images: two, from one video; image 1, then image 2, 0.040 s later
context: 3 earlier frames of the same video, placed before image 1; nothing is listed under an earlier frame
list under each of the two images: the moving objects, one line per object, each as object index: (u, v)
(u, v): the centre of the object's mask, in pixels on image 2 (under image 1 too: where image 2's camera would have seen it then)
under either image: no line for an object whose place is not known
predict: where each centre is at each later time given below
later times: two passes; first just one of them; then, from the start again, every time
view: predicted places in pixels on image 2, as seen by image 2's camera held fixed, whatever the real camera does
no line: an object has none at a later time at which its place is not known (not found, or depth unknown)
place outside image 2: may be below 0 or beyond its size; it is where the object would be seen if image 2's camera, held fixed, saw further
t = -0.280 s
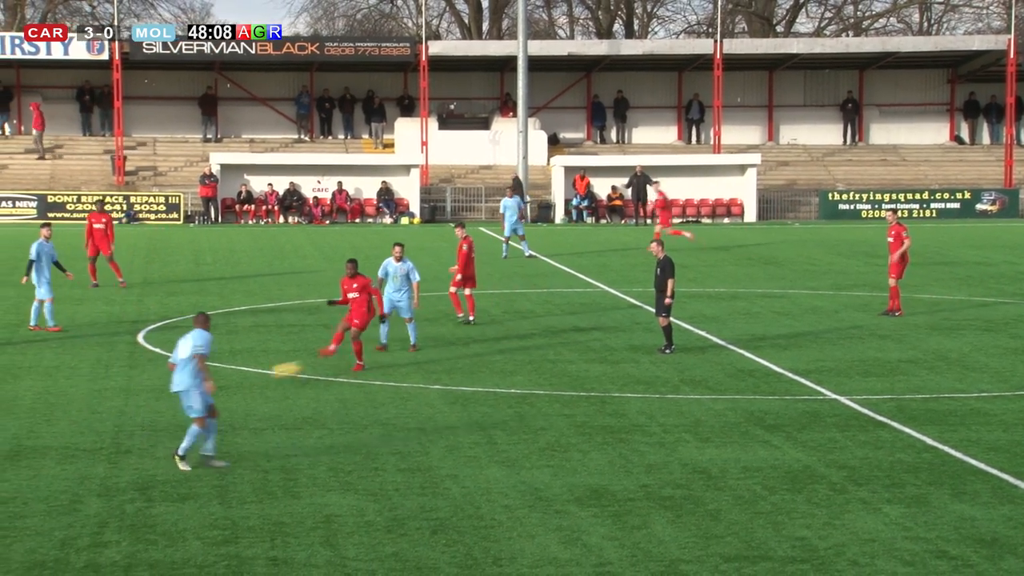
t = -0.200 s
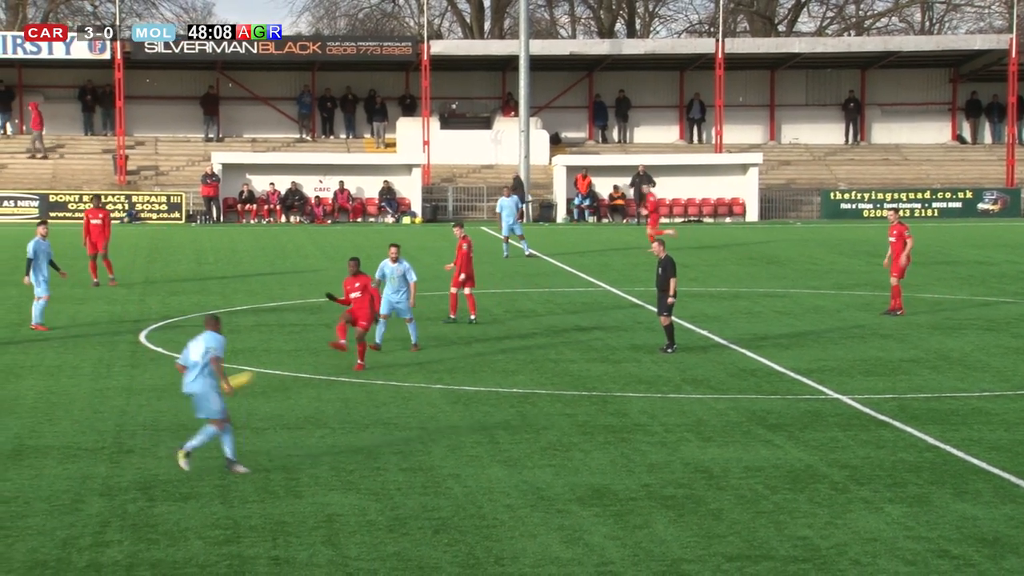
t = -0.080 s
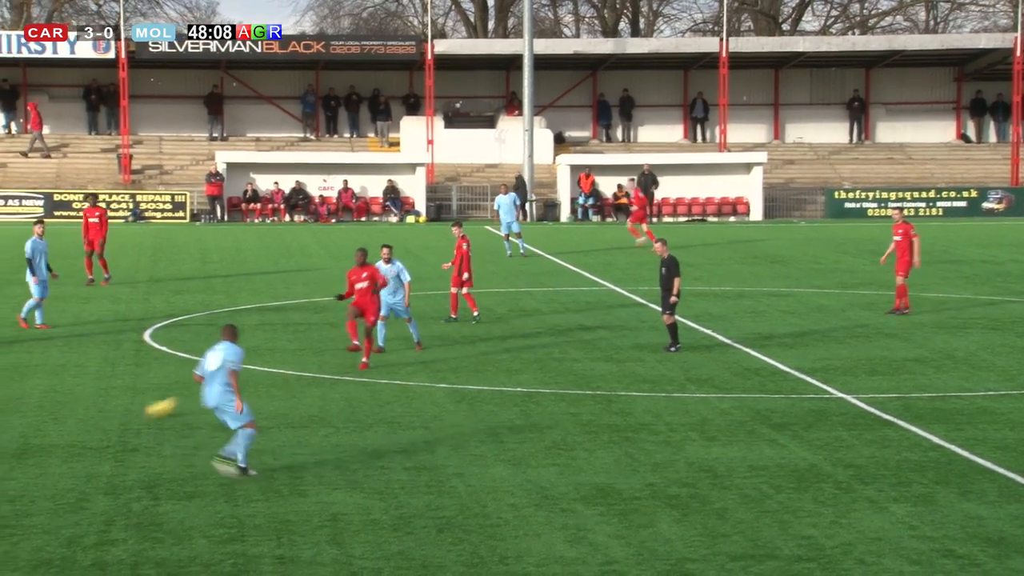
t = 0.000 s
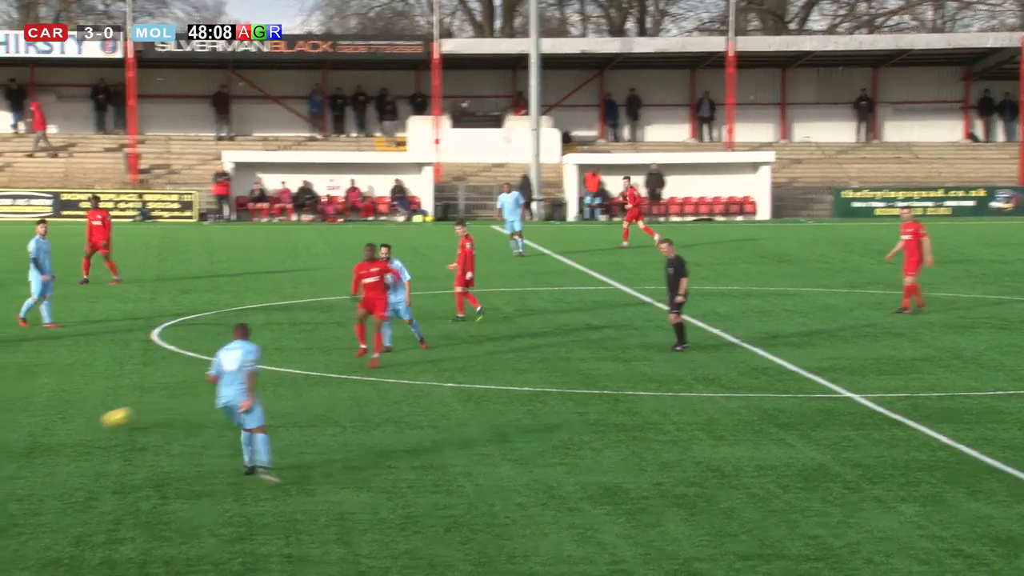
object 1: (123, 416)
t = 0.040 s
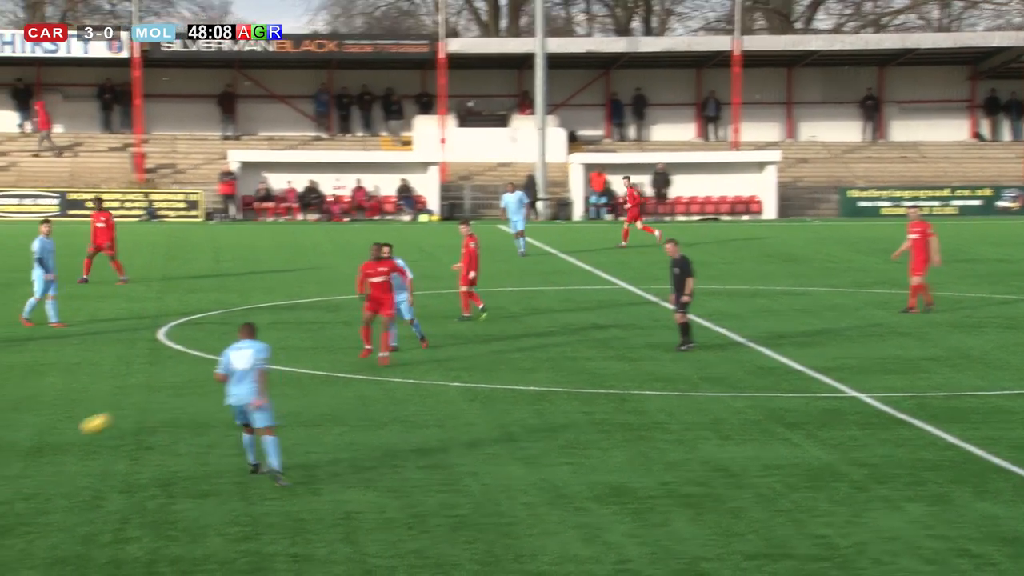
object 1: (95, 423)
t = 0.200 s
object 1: (-23, 463)
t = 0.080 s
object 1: (66, 433)
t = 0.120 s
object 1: (36, 444)
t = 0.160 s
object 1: (7, 456)
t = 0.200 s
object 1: (-23, 463)
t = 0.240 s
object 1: (-52, 471)
